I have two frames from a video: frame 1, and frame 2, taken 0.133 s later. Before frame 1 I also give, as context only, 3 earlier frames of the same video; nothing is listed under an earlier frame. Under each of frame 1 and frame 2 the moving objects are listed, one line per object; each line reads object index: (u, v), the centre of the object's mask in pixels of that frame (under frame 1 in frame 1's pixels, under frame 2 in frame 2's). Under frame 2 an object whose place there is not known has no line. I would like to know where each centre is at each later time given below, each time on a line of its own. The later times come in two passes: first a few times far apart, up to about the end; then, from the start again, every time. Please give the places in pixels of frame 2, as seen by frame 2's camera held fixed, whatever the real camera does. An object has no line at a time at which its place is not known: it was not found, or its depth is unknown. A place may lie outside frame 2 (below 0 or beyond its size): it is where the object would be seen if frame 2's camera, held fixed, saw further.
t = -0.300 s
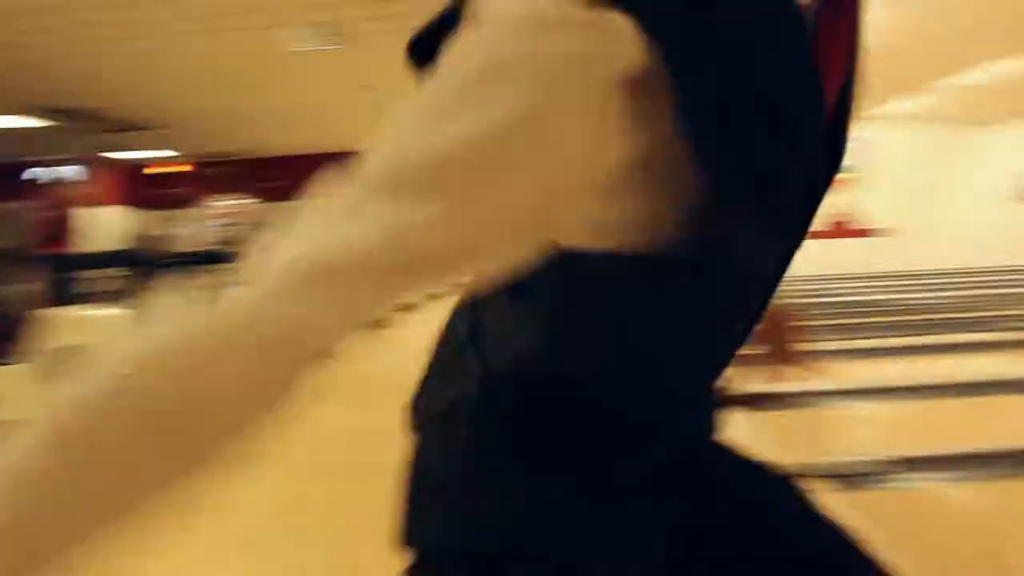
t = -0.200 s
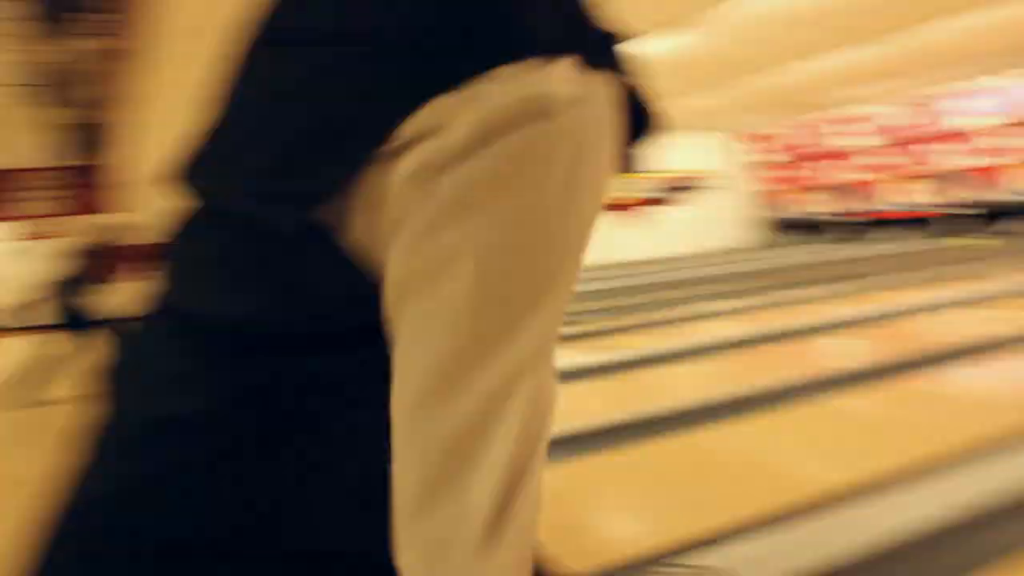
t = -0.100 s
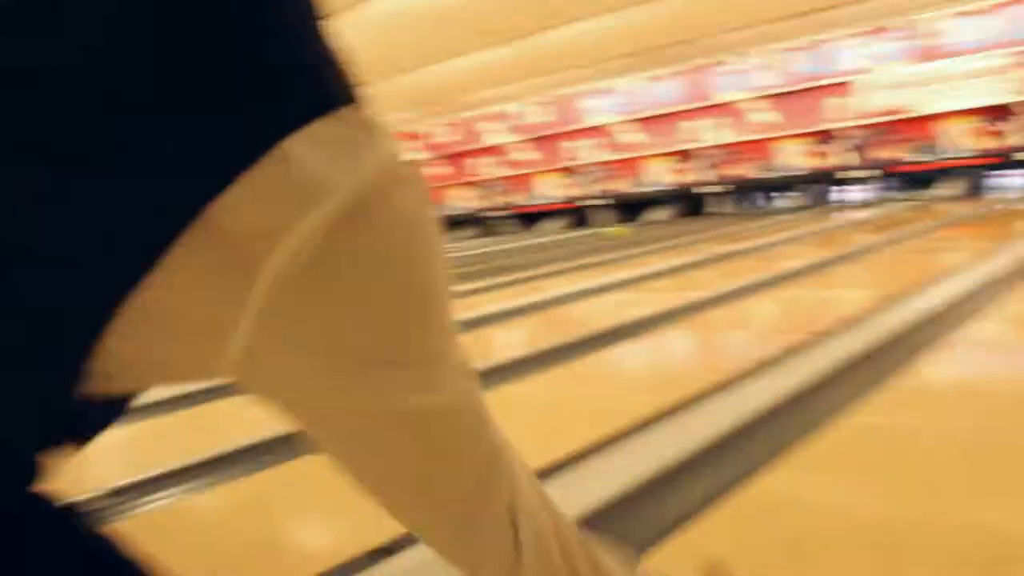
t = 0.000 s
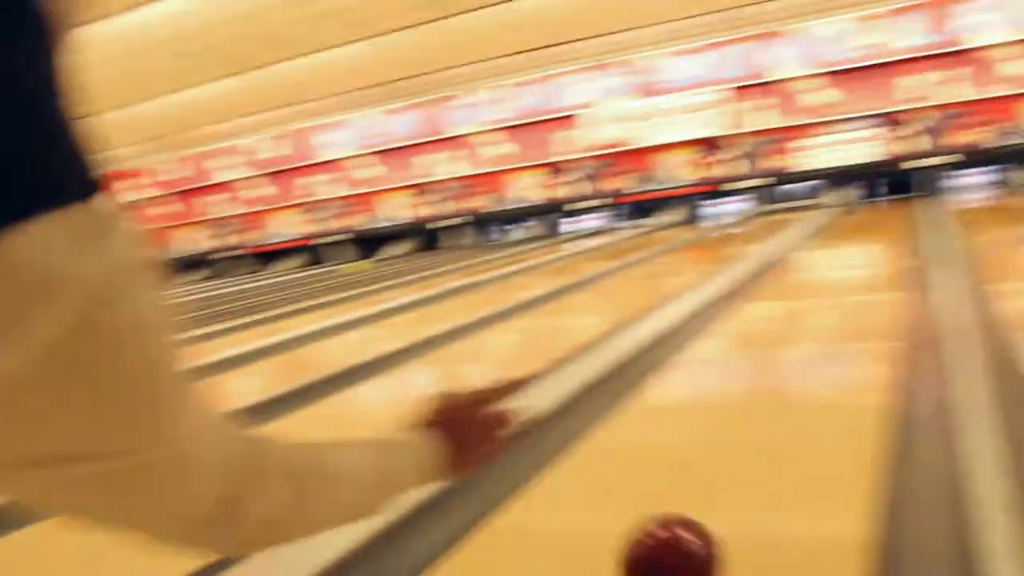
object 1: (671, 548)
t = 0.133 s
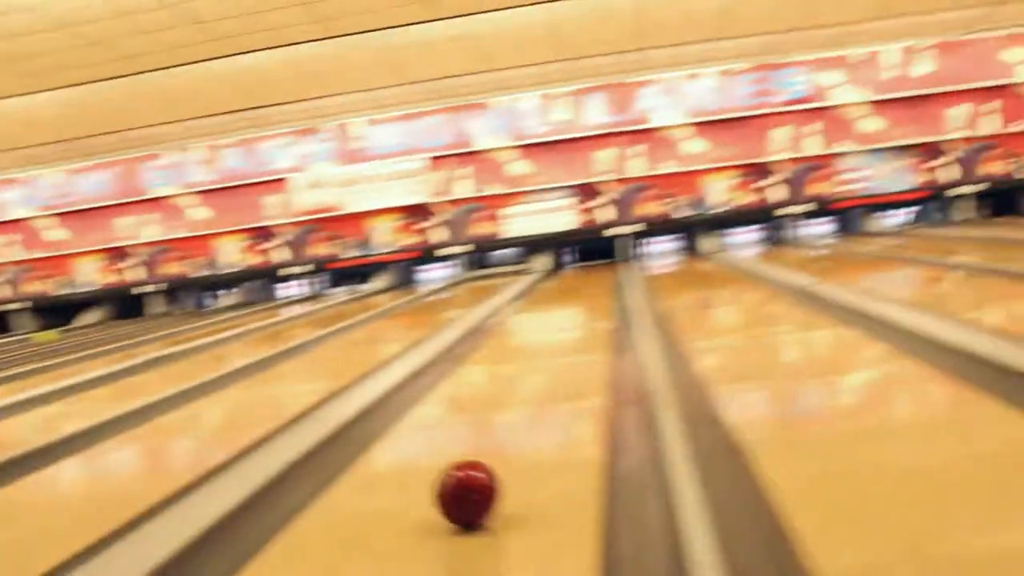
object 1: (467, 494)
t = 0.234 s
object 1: (490, 432)
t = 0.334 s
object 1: (509, 394)
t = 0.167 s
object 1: (475, 470)
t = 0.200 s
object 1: (483, 450)
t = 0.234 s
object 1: (490, 432)
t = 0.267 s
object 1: (497, 418)
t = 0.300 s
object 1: (503, 406)
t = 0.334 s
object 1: (509, 394)
